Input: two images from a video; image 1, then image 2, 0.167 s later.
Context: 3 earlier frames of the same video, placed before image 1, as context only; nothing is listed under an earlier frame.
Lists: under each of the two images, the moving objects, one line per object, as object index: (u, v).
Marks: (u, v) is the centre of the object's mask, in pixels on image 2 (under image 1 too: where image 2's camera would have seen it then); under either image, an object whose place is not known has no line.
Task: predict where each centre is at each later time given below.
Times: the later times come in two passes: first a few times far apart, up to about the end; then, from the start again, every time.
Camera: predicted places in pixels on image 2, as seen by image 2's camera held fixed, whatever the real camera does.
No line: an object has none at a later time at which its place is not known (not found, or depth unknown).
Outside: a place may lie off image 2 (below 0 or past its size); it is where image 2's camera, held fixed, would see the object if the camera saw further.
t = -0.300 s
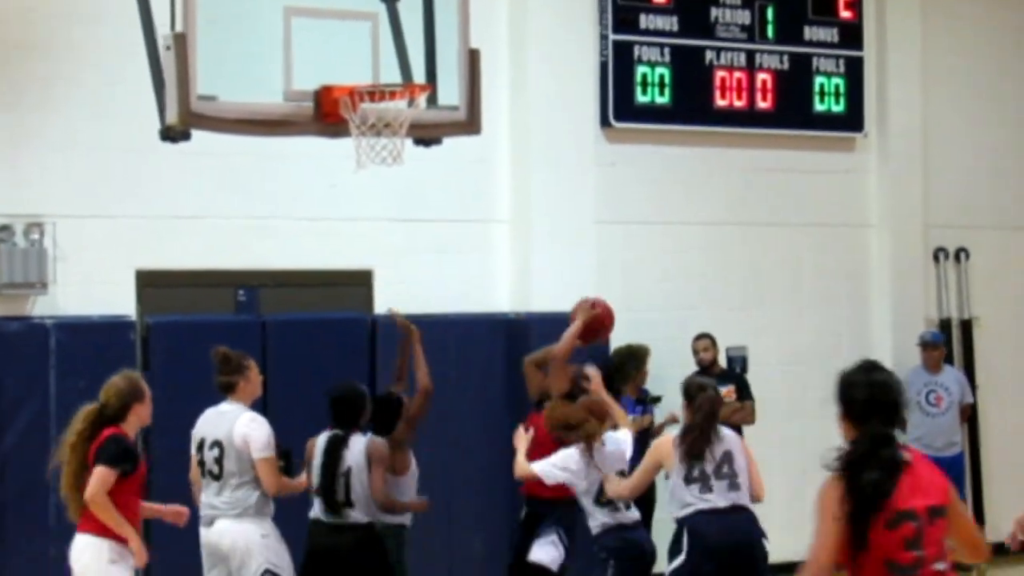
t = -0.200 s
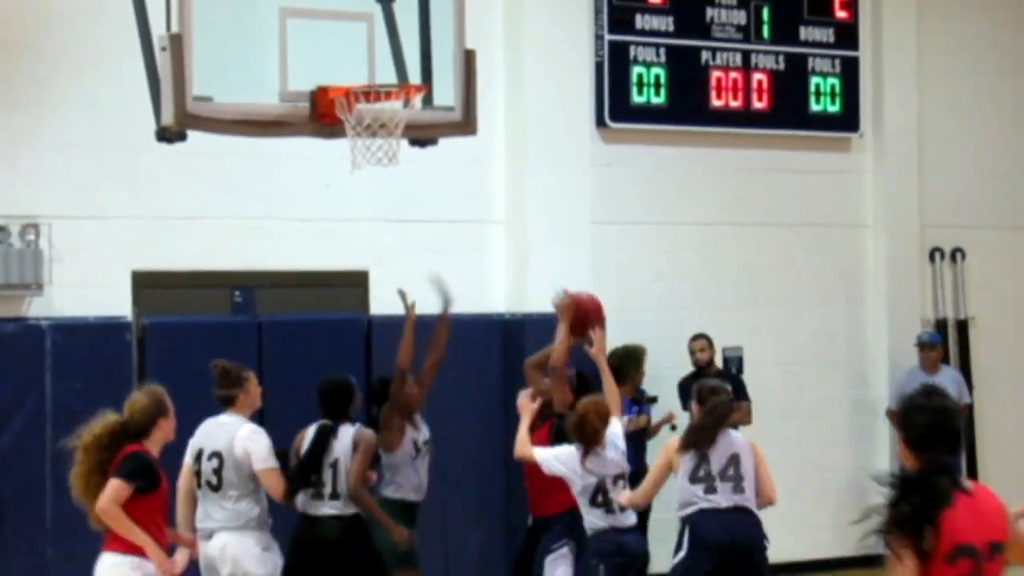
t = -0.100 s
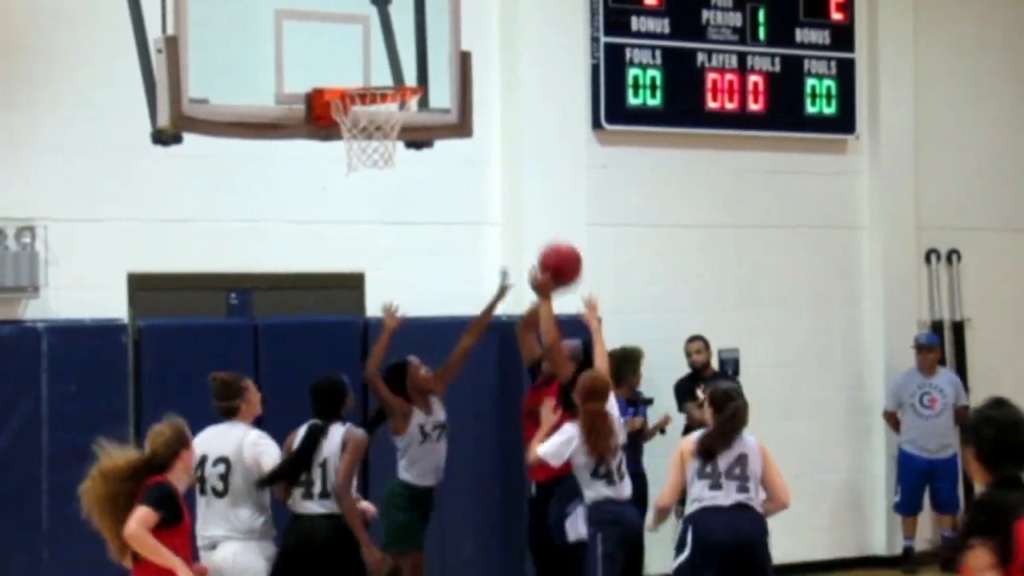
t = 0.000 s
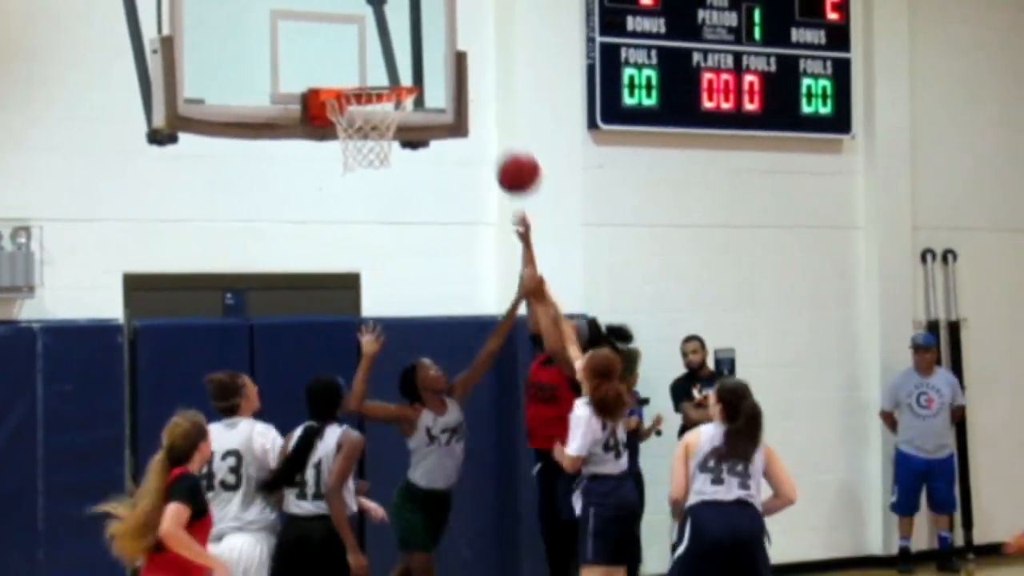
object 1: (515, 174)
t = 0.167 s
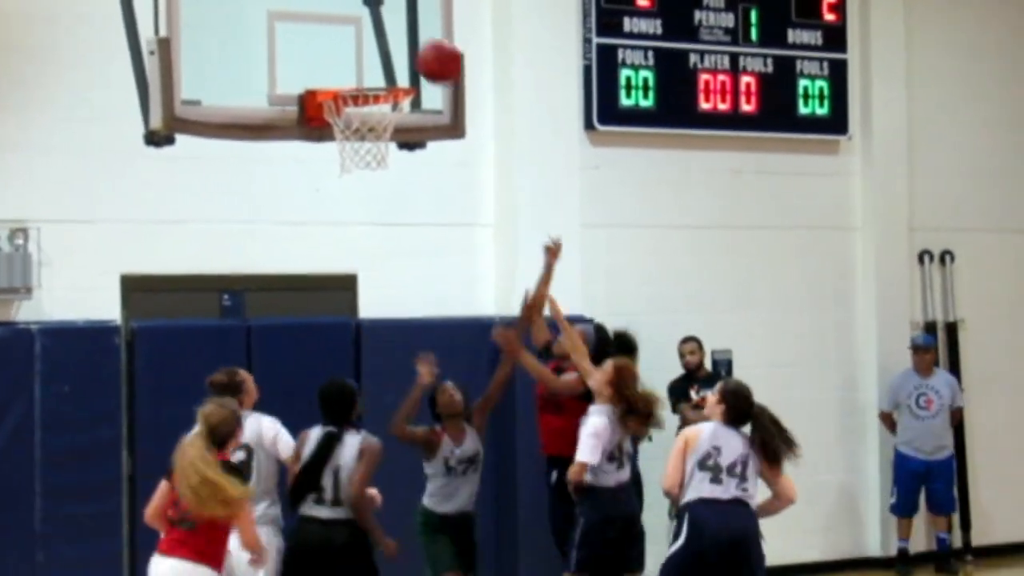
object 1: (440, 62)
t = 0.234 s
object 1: (409, 31)
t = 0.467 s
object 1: (391, 34)
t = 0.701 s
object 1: (380, 136)
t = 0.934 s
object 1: (360, 226)
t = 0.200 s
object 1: (424, 45)
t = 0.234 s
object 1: (409, 31)
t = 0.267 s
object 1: (400, 22)
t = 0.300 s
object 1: (399, 19)
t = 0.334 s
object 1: (397, 18)
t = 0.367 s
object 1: (395, 18)
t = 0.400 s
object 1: (394, 22)
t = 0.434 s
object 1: (392, 27)
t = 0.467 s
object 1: (391, 34)
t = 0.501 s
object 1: (389, 44)
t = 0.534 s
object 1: (387, 56)
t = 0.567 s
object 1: (385, 68)
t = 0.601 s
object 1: (383, 77)
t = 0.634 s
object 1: (383, 108)
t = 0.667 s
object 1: (381, 124)
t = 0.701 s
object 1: (380, 136)
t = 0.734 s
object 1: (379, 159)
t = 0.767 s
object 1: (377, 161)
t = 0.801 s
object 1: (372, 165)
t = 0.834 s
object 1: (368, 176)
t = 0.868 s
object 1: (365, 190)
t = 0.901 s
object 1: (363, 207)
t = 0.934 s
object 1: (360, 226)
